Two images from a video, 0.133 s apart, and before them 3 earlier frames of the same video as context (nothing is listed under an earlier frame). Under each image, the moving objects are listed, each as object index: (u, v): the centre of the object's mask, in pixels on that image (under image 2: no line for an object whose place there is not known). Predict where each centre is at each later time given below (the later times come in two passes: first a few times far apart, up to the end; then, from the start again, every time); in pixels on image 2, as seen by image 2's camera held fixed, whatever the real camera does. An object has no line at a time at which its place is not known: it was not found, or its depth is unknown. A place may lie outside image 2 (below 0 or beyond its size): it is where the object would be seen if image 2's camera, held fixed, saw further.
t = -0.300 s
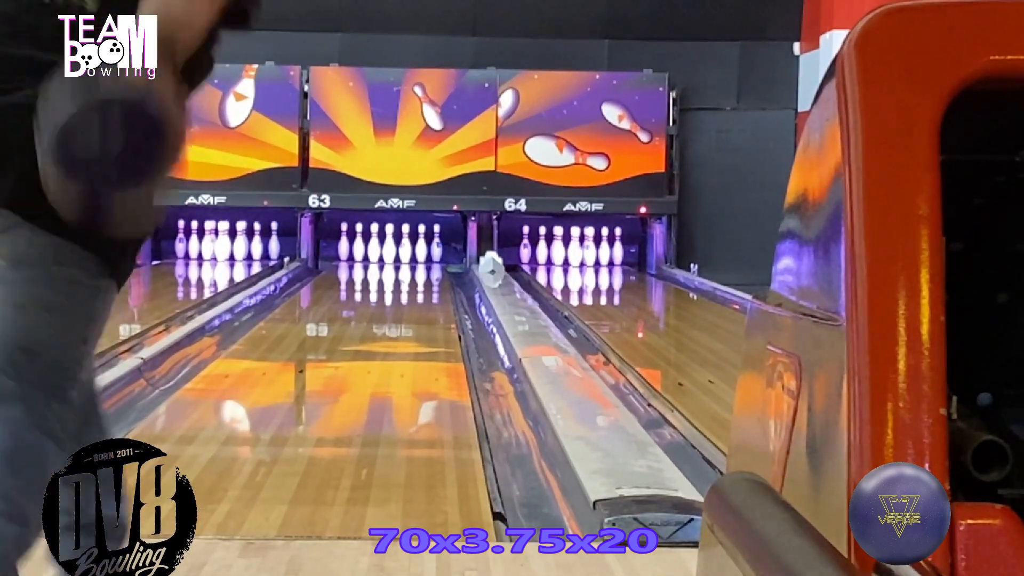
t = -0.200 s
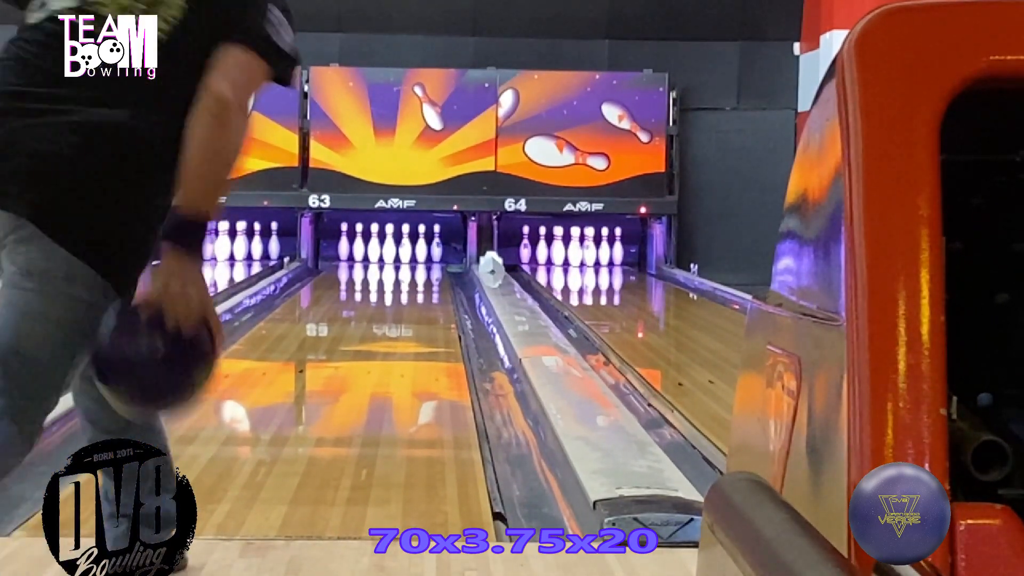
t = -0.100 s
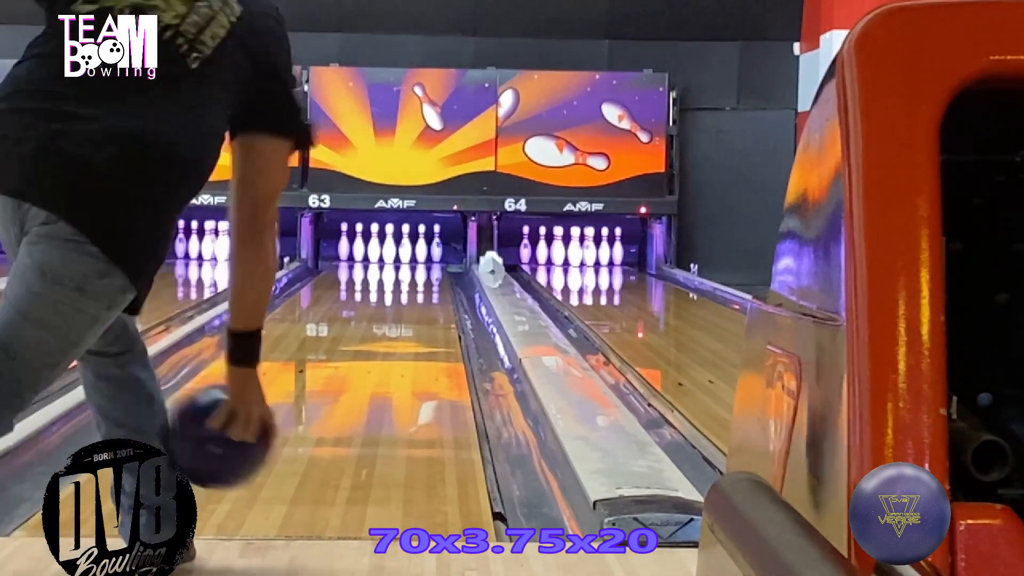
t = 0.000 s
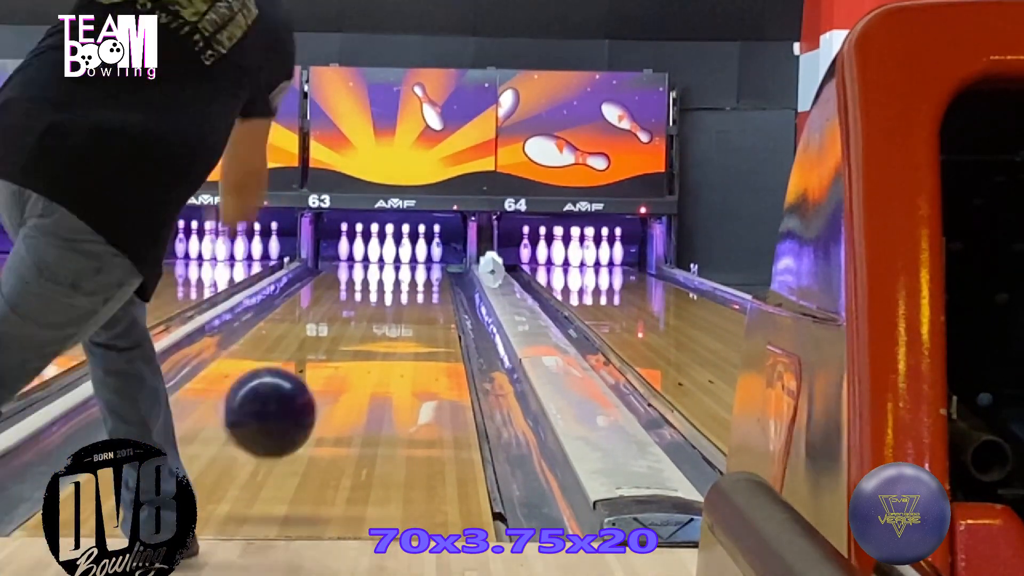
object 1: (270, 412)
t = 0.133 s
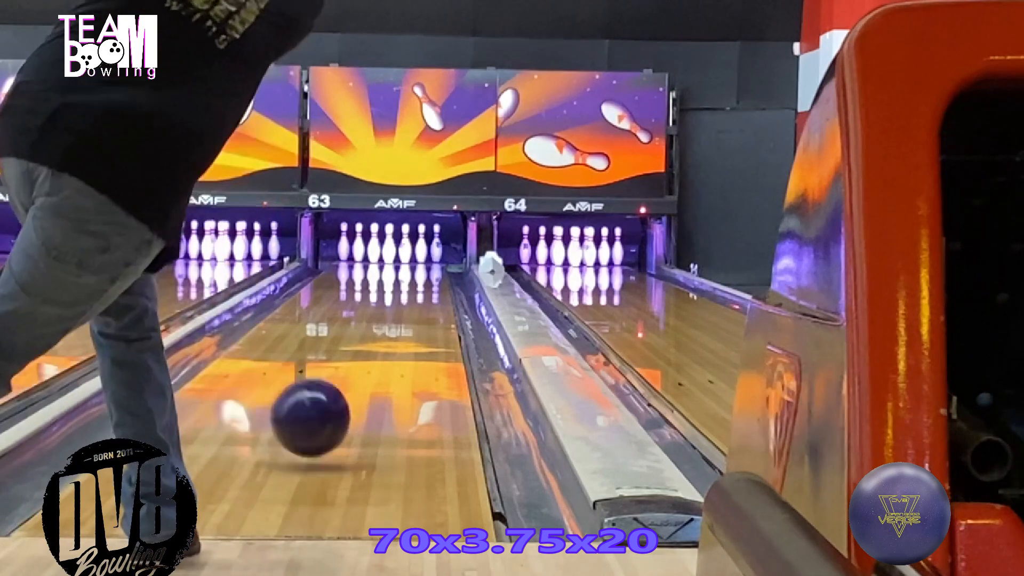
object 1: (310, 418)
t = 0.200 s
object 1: (326, 406)
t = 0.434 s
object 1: (366, 365)
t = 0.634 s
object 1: (392, 339)
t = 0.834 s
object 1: (409, 321)
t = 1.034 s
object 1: (421, 306)
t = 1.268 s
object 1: (429, 292)
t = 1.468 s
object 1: (431, 283)
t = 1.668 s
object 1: (431, 276)
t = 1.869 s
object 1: (427, 270)
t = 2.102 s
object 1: (416, 263)
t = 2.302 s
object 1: (405, 259)
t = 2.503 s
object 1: (396, 255)
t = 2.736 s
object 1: (388, 251)
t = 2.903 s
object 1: (377, 252)
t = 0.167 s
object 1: (318, 419)
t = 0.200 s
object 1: (326, 406)
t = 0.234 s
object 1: (334, 398)
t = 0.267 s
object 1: (340, 395)
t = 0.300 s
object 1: (347, 388)
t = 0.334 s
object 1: (353, 382)
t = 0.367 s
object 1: (358, 376)
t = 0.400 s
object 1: (363, 370)
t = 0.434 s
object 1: (366, 365)
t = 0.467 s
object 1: (372, 360)
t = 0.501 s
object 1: (377, 356)
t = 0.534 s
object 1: (381, 351)
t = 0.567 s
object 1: (385, 347)
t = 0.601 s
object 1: (389, 343)
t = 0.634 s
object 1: (392, 339)
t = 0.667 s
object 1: (396, 336)
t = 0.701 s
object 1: (398, 333)
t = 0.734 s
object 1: (401, 330)
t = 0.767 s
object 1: (404, 327)
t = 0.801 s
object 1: (407, 324)
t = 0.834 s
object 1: (409, 321)
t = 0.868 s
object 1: (412, 318)
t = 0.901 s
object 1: (414, 315)
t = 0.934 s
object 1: (416, 312)
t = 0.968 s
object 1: (418, 310)
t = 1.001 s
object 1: (419, 308)
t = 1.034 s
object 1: (421, 306)
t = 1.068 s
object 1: (423, 304)
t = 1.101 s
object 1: (424, 301)
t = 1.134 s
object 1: (425, 299)
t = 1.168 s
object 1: (426, 297)
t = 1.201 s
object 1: (428, 295)
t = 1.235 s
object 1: (428, 293)
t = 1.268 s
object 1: (429, 292)
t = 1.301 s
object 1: (430, 290)
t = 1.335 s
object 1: (430, 288)
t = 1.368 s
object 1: (431, 287)
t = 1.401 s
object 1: (431, 285)
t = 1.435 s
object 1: (431, 284)
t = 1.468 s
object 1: (431, 283)
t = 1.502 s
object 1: (432, 281)
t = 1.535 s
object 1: (432, 280)
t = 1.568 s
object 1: (432, 279)
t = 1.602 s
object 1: (431, 278)
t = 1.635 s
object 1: (431, 277)
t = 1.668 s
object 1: (431, 276)
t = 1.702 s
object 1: (430, 275)
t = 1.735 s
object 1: (430, 274)
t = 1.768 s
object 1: (429, 273)
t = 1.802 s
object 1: (429, 272)
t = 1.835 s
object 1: (428, 271)
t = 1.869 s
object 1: (427, 270)
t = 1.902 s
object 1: (425, 269)
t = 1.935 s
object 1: (424, 268)
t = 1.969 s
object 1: (422, 267)
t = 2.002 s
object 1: (421, 267)
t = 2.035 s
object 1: (420, 265)
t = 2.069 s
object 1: (418, 264)
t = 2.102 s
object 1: (416, 263)
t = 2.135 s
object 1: (414, 263)
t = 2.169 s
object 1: (412, 262)
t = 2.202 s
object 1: (410, 261)
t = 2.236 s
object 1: (408, 260)
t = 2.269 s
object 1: (407, 260)
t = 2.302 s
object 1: (405, 259)
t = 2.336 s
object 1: (404, 259)
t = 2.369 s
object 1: (402, 258)
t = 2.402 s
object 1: (401, 257)
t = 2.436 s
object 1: (399, 257)
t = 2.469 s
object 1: (398, 256)
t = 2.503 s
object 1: (396, 255)
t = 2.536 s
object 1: (394, 254)
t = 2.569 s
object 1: (393, 253)
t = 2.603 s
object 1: (393, 253)
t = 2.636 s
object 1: (393, 253)
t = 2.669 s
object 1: (392, 253)
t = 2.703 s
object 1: (389, 253)
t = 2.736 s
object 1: (388, 251)
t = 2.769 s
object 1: (386, 251)
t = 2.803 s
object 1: (381, 252)
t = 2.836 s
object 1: (379, 252)
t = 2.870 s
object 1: (378, 252)
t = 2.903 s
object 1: (377, 252)
